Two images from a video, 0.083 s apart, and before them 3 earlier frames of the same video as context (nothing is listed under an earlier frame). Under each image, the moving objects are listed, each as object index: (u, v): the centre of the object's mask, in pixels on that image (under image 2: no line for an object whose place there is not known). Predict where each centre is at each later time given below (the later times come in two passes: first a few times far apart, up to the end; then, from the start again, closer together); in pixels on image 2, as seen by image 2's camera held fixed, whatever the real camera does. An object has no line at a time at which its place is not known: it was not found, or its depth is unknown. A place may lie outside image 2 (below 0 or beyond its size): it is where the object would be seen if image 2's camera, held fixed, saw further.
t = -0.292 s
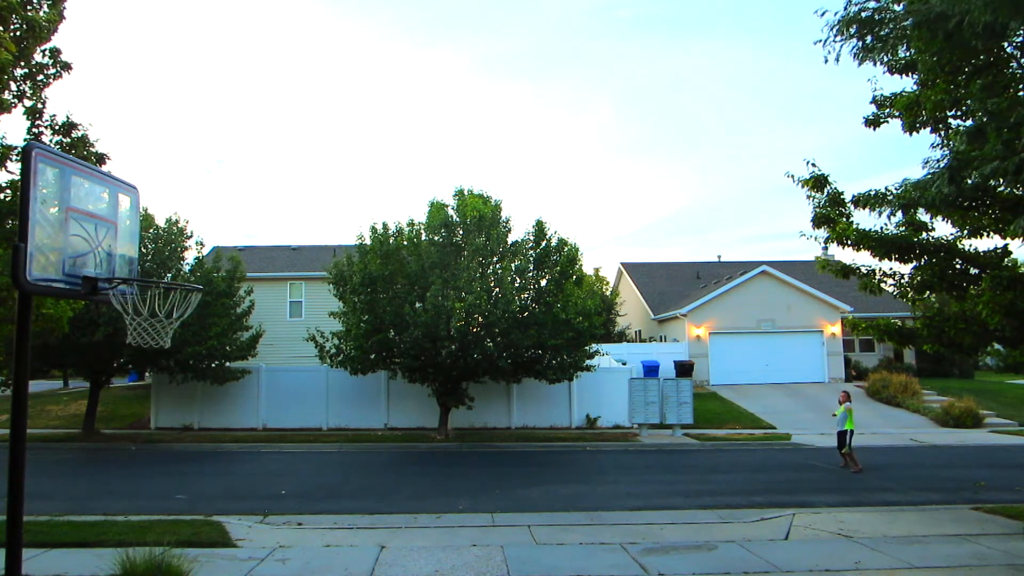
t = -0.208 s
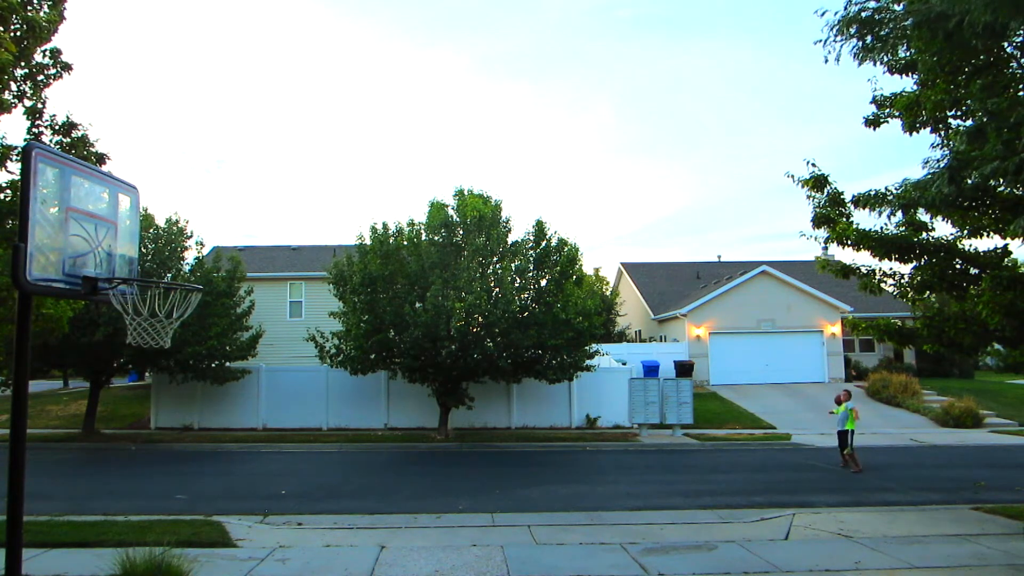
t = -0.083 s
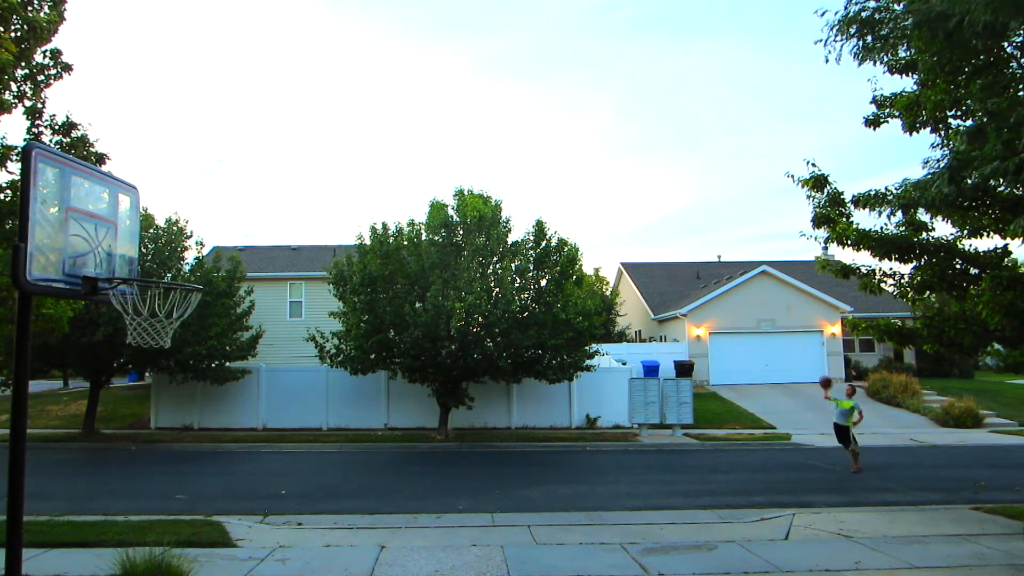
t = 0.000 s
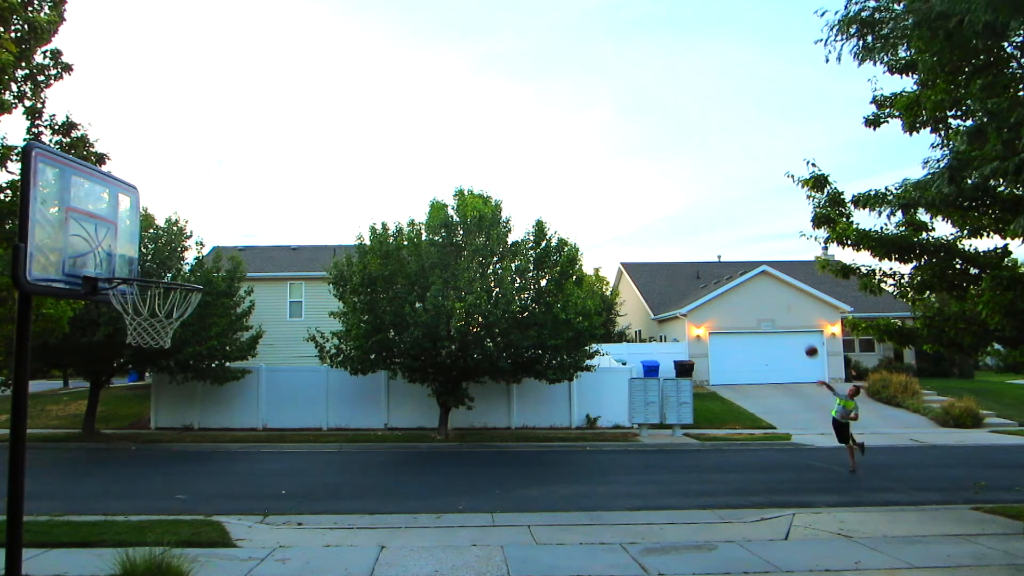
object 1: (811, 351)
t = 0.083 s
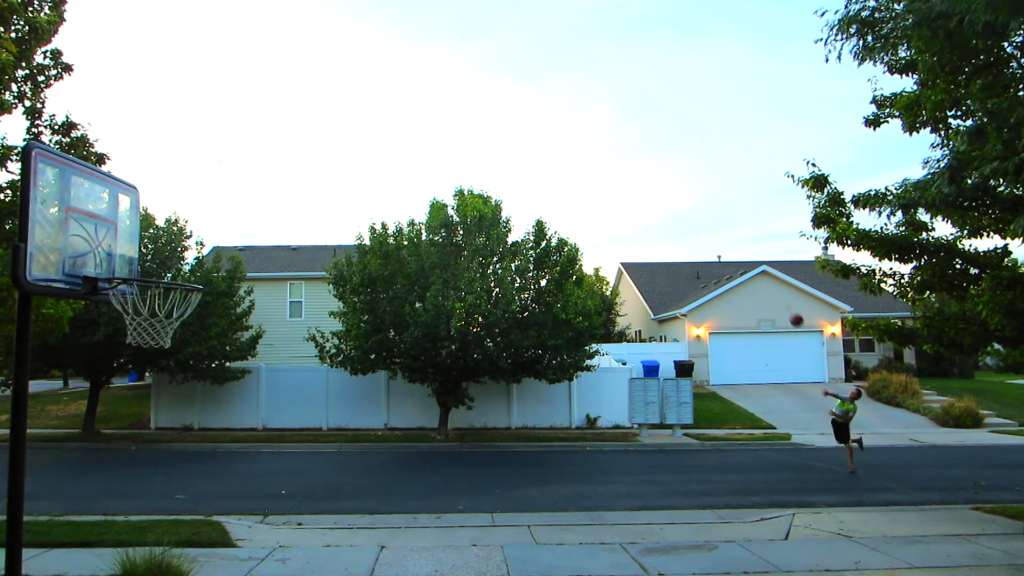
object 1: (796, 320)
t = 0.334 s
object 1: (748, 234)
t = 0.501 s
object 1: (710, 185)
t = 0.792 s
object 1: (627, 122)
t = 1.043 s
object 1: (526, 105)
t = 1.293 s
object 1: (369, 154)
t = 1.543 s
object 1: (126, 324)
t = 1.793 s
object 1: (152, 559)
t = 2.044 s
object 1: (218, 544)
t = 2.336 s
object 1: (306, 430)
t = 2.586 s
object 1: (368, 446)
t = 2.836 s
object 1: (423, 544)
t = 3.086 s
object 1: (470, 529)
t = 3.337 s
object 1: (512, 494)
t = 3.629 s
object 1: (557, 545)
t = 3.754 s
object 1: (574, 539)
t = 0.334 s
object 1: (748, 234)
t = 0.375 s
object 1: (738, 221)
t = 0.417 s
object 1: (729, 209)
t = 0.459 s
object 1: (720, 196)
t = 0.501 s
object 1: (710, 185)
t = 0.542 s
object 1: (699, 174)
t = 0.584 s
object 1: (688, 164)
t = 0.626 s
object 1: (677, 154)
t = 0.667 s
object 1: (666, 145)
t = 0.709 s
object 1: (653, 136)
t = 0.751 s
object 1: (641, 129)
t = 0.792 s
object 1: (627, 122)
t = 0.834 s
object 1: (612, 117)
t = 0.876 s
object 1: (597, 112)
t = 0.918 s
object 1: (581, 108)
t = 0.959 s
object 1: (564, 105)
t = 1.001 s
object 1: (546, 104)
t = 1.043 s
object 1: (526, 105)
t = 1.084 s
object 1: (504, 108)
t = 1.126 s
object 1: (482, 111)
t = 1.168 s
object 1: (457, 117)
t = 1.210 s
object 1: (431, 126)
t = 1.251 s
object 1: (402, 138)
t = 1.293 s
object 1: (369, 154)
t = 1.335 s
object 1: (333, 174)
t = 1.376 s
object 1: (292, 198)
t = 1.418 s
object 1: (247, 228)
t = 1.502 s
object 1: (139, 293)
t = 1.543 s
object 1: (126, 324)
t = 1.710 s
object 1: (145, 472)
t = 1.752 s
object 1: (147, 517)
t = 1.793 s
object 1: (152, 559)
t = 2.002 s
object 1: (205, 565)
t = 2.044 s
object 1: (218, 544)
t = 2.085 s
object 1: (231, 518)
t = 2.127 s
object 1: (244, 495)
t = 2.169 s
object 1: (257, 475)
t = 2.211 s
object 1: (270, 459)
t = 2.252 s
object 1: (283, 447)
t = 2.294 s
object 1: (294, 437)
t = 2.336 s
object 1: (306, 430)
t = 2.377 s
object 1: (317, 427)
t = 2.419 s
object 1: (328, 426)
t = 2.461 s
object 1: (338, 427)
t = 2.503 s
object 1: (348, 431)
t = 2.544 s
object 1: (358, 437)
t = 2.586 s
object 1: (368, 446)
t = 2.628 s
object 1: (377, 456)
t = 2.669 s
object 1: (386, 468)
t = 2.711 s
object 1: (396, 484)
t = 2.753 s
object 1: (405, 503)
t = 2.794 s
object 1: (414, 523)
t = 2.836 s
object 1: (423, 544)
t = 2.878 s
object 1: (432, 565)
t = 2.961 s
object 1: (448, 570)
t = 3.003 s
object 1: (455, 559)
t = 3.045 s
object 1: (462, 543)
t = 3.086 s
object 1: (470, 529)
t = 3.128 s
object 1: (477, 517)
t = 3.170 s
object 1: (485, 507)
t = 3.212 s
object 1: (492, 501)
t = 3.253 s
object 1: (499, 496)
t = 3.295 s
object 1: (506, 494)
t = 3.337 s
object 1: (512, 494)
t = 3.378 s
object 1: (519, 495)
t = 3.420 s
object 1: (526, 499)
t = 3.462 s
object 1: (532, 506)
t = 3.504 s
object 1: (538, 512)
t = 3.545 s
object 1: (544, 522)
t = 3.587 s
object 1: (551, 532)
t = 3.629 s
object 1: (557, 545)
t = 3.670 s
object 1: (563, 560)
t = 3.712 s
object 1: (569, 550)
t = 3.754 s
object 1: (574, 539)
